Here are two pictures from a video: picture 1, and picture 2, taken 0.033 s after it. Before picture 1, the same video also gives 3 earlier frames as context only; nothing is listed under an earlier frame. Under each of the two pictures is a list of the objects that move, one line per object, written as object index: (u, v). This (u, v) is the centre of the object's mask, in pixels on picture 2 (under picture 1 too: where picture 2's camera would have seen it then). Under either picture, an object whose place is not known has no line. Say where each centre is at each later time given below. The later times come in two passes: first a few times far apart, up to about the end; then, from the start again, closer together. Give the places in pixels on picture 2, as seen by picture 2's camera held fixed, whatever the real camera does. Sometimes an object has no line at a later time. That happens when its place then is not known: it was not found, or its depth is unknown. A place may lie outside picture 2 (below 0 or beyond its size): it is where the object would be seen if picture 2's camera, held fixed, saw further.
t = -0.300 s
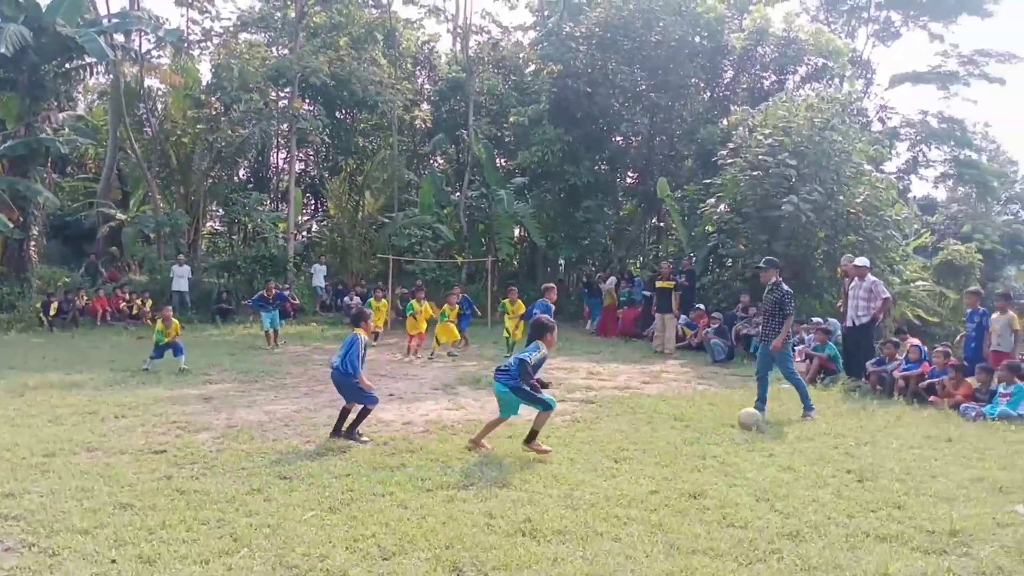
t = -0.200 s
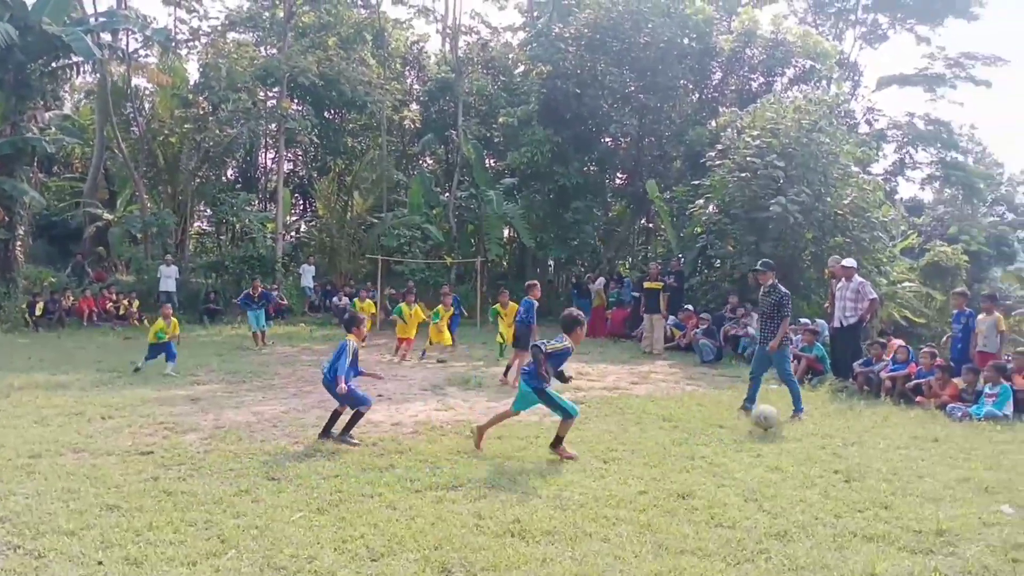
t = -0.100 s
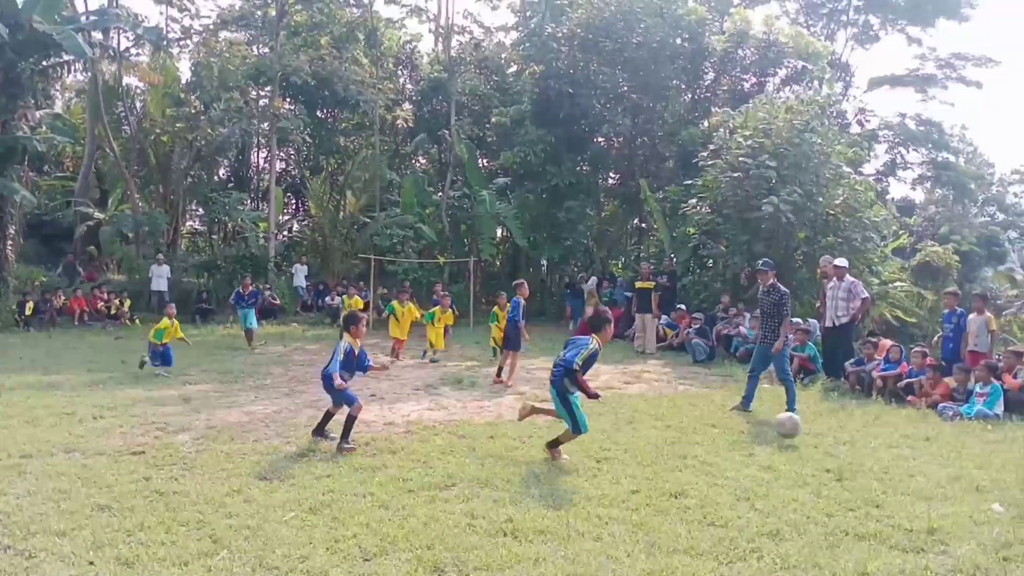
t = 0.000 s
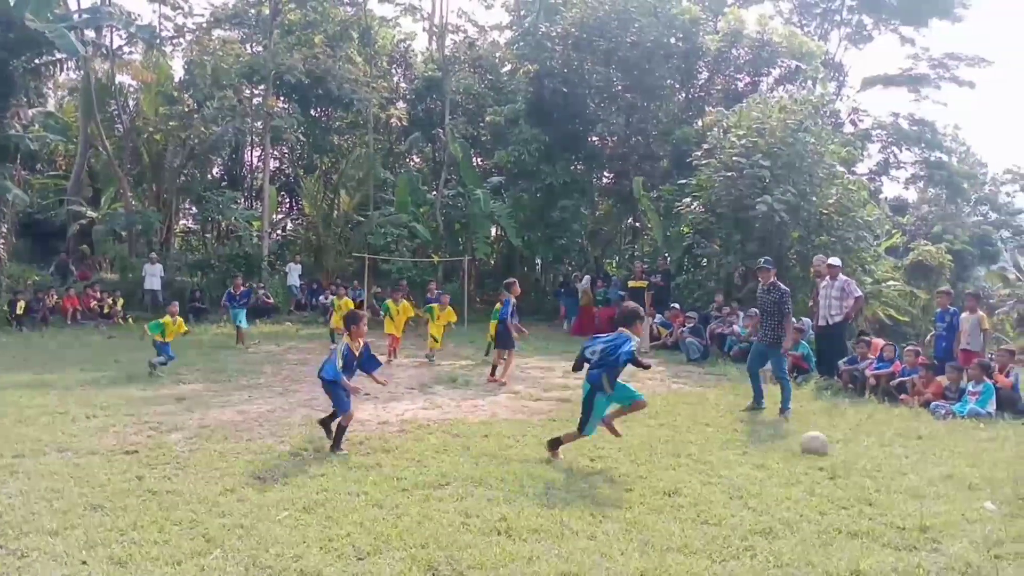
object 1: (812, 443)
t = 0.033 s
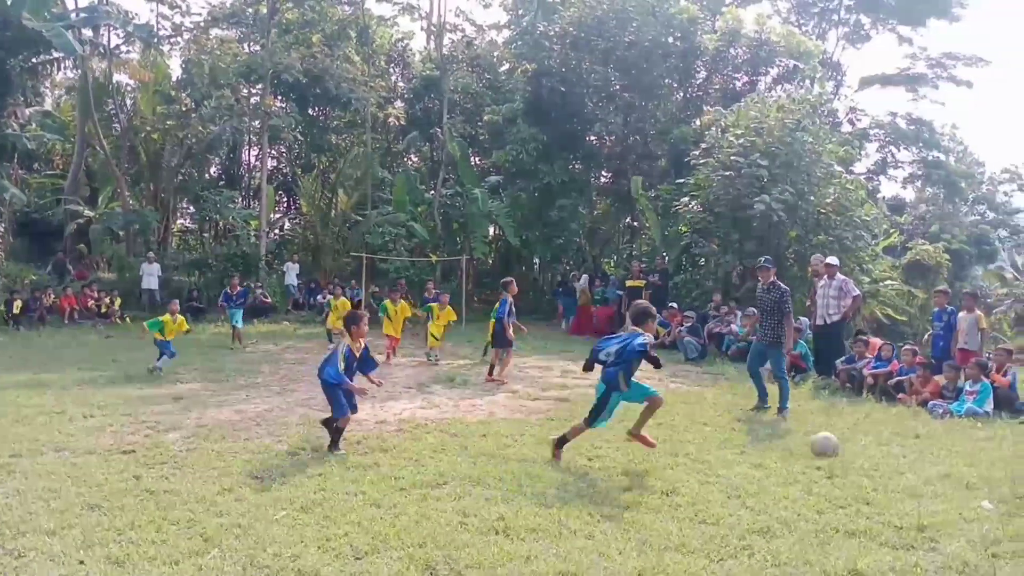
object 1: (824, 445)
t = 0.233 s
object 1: (903, 454)
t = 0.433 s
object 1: (992, 476)
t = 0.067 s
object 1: (837, 447)
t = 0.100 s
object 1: (849, 445)
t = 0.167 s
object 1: (876, 446)
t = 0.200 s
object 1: (890, 449)
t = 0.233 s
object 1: (903, 454)
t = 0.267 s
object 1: (918, 460)
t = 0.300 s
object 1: (933, 469)
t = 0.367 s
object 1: (964, 479)
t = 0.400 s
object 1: (978, 479)
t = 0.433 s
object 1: (992, 476)
